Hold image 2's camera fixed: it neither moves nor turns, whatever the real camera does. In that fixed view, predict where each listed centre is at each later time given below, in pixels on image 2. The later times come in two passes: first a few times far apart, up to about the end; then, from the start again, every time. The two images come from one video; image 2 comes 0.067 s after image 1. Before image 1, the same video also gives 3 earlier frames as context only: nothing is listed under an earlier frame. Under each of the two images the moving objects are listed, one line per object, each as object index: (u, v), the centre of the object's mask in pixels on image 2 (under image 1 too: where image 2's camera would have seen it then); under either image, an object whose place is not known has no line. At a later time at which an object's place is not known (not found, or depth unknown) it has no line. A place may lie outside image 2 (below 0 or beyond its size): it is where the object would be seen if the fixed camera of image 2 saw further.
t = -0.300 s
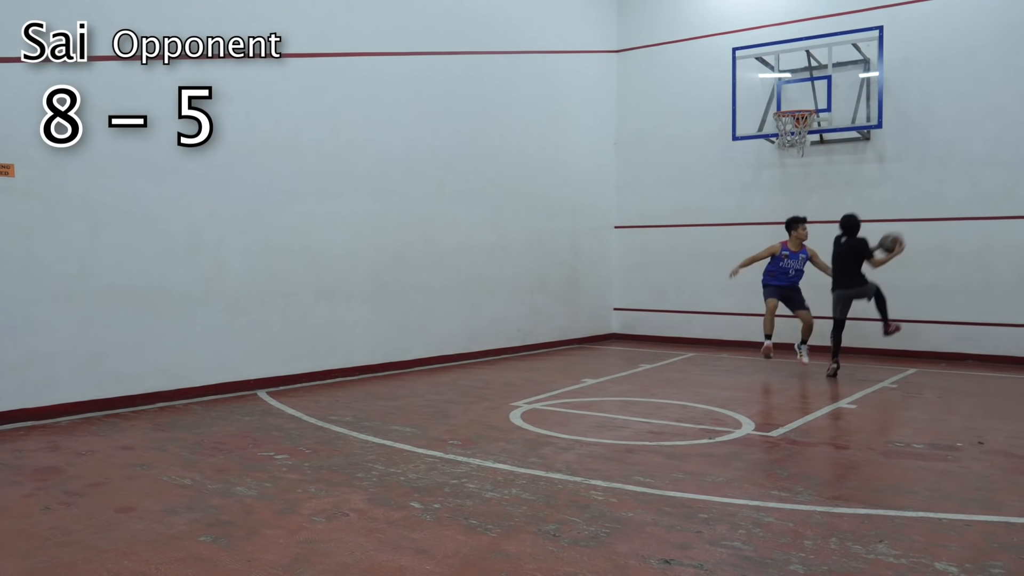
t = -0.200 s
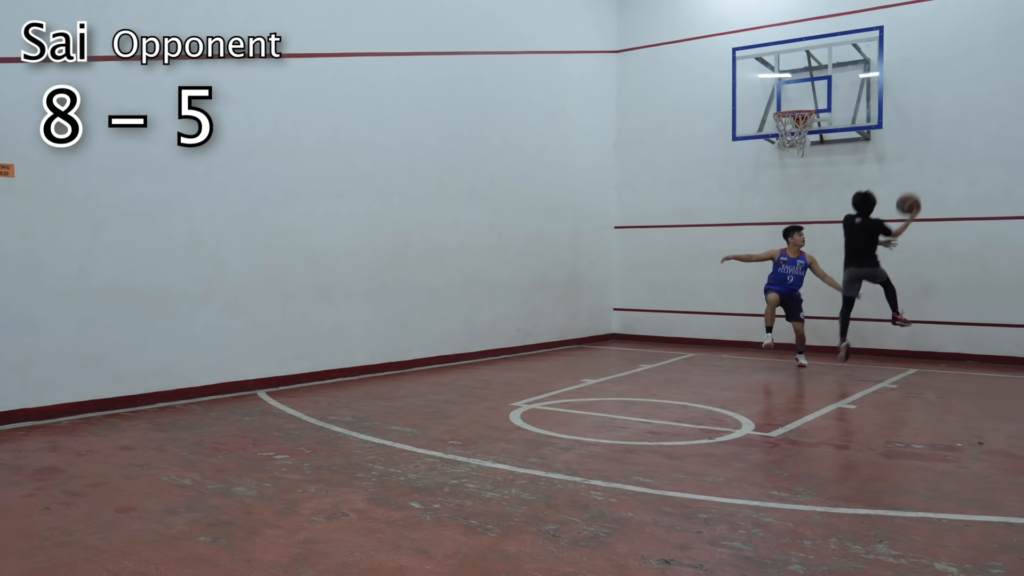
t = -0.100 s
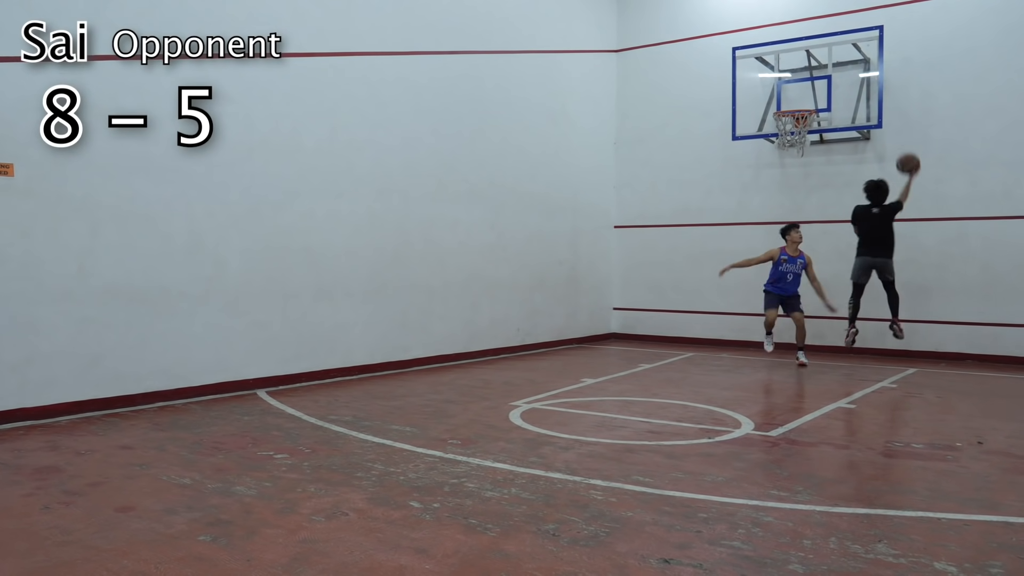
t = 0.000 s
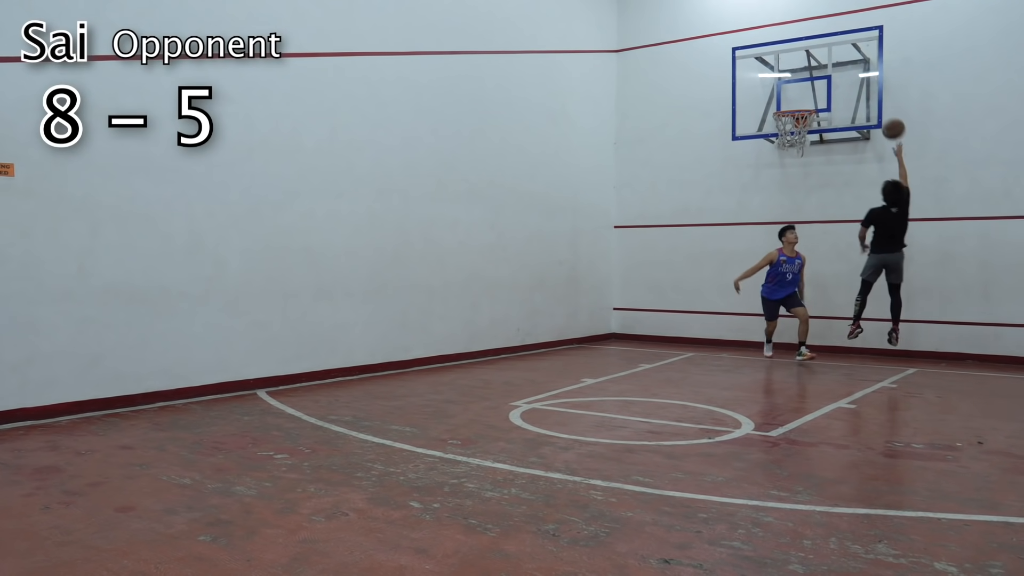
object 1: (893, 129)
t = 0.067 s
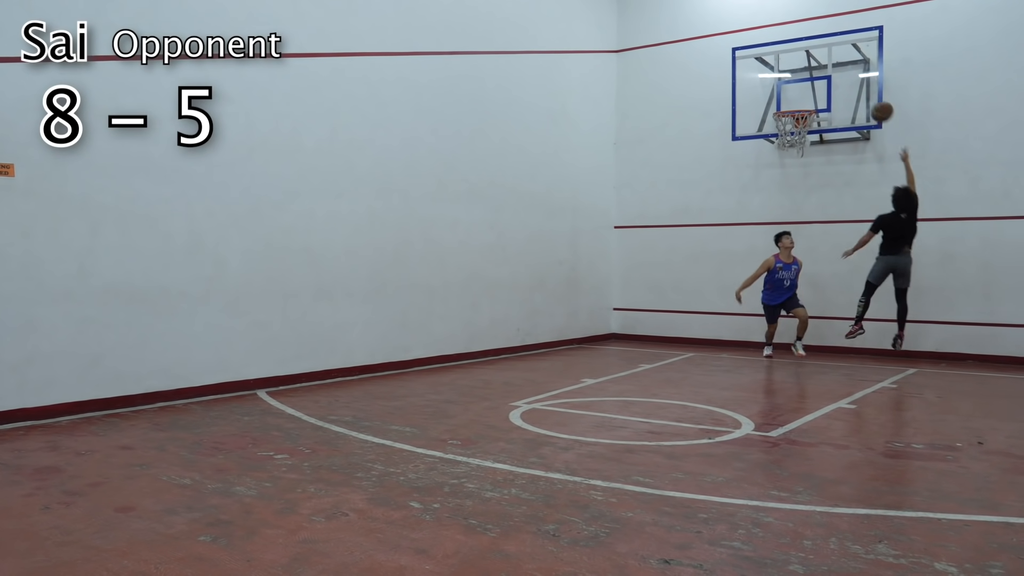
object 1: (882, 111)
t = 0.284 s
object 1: (847, 83)
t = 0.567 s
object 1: (810, 97)
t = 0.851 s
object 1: (785, 153)
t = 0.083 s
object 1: (879, 108)
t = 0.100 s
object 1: (876, 105)
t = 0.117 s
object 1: (874, 102)
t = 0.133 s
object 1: (871, 99)
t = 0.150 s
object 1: (868, 96)
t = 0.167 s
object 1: (865, 94)
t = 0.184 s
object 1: (863, 92)
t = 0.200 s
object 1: (860, 90)
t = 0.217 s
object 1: (857, 88)
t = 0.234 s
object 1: (855, 86)
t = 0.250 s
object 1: (852, 85)
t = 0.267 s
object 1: (849, 84)
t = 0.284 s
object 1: (847, 83)
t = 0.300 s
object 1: (845, 83)
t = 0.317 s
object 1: (842, 83)
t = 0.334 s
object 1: (840, 83)
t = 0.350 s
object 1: (838, 83)
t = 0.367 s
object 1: (835, 83)
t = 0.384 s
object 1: (833, 83)
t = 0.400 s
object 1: (831, 83)
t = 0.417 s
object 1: (829, 83)
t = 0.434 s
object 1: (827, 84)
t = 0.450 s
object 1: (825, 85)
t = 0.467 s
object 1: (823, 86)
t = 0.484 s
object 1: (821, 87)
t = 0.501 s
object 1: (819, 89)
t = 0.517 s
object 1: (817, 90)
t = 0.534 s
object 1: (815, 92)
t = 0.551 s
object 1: (813, 94)
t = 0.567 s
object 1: (810, 97)
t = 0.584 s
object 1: (808, 99)
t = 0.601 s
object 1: (806, 101)
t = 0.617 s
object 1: (804, 103)
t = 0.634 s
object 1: (802, 105)
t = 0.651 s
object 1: (800, 106)
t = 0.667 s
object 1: (799, 117)
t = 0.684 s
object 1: (797, 121)
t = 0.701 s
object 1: (793, 124)
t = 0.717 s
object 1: (791, 127)
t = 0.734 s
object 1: (791, 131)
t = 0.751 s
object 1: (790, 135)
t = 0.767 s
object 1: (788, 139)
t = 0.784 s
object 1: (785, 141)
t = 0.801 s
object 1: (785, 143)
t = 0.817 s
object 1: (784, 150)
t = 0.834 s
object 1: (784, 151)
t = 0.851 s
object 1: (785, 153)
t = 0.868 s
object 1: (784, 158)
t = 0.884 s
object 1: (783, 161)
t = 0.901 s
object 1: (782, 165)
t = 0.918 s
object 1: (782, 170)
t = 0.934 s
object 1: (781, 174)
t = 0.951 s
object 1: (780, 179)
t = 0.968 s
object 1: (780, 185)
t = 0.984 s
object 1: (779, 190)
